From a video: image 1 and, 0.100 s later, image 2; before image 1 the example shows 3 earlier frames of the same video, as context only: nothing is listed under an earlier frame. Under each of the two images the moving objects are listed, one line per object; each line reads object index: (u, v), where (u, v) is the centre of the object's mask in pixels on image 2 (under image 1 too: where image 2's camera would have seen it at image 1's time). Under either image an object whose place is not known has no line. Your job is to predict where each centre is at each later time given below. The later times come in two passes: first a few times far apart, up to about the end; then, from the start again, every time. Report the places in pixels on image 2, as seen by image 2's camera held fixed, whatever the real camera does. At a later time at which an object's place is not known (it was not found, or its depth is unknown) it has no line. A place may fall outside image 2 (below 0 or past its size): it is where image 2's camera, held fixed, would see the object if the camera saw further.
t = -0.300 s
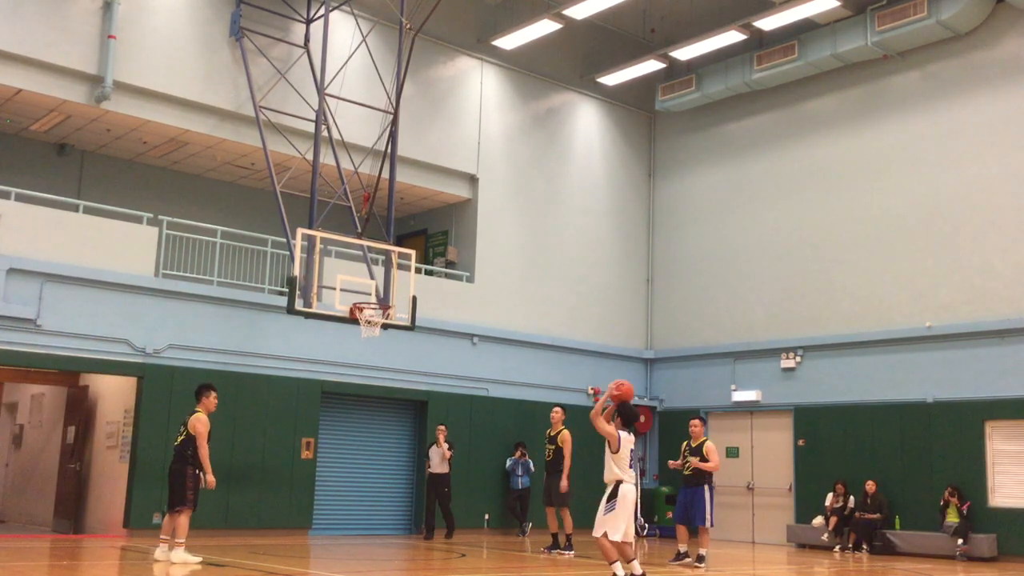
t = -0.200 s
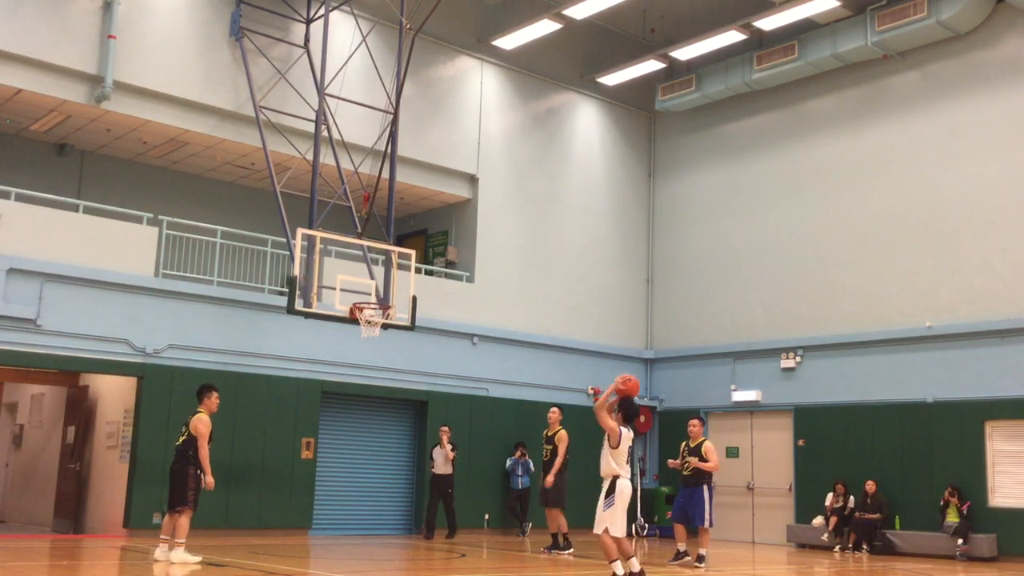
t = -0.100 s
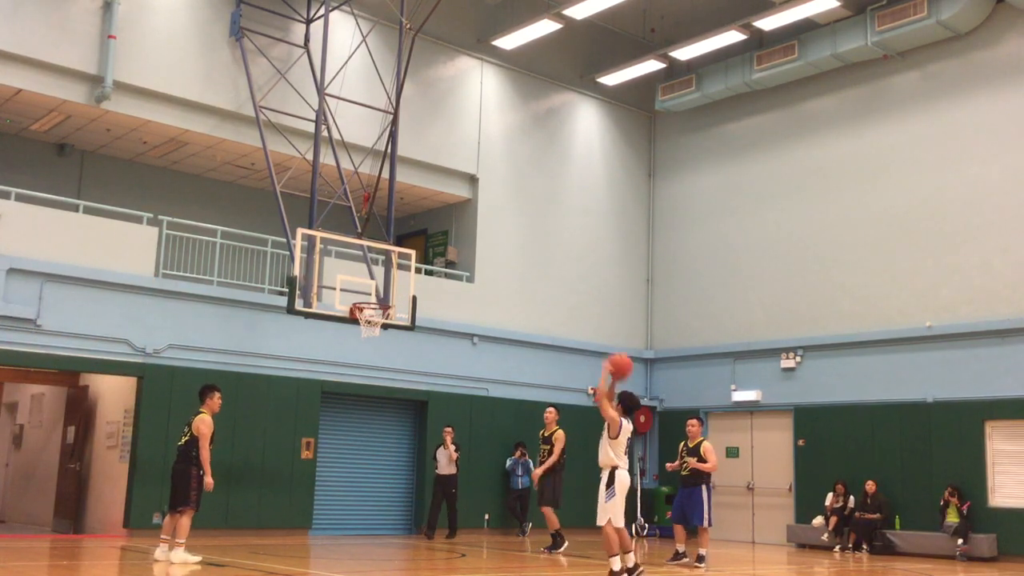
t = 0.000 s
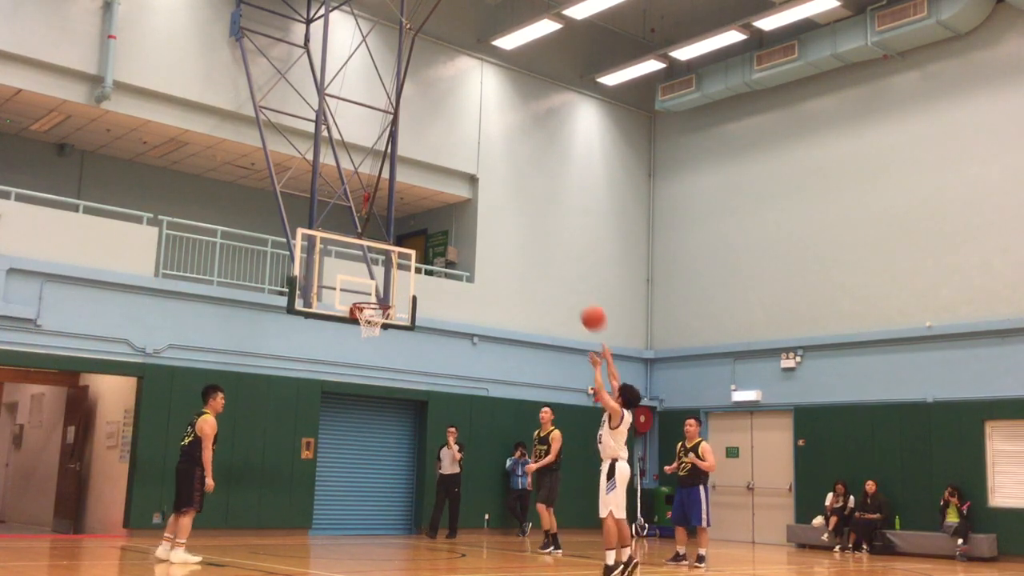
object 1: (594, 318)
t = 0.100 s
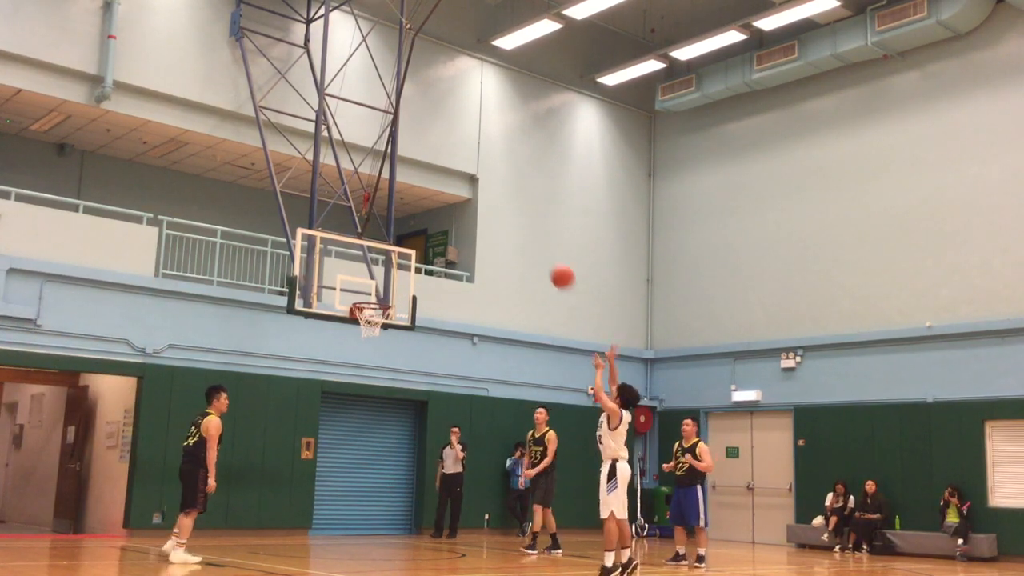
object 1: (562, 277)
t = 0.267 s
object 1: (515, 234)
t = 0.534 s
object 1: (449, 220)
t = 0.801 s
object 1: (390, 262)
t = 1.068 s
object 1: (366, 290)
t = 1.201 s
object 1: (376, 280)
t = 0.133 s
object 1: (552, 266)
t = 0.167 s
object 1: (543, 255)
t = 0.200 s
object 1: (533, 247)
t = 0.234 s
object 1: (524, 240)
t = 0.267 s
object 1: (515, 234)
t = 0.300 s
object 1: (506, 228)
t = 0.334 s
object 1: (497, 224)
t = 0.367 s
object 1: (489, 221)
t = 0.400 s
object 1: (480, 219)
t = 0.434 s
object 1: (472, 218)
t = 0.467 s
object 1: (464, 217)
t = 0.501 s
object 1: (457, 218)
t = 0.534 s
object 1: (449, 220)
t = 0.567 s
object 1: (441, 222)
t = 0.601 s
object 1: (434, 226)
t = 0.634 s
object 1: (426, 230)
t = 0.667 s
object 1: (419, 235)
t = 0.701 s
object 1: (412, 240)
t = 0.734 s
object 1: (405, 246)
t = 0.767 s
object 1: (398, 255)
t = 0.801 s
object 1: (390, 262)
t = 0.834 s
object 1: (383, 271)
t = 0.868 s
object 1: (376, 281)
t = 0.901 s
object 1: (369, 290)
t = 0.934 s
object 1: (366, 295)
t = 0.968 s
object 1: (364, 296)
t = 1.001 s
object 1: (362, 298)
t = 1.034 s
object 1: (363, 294)
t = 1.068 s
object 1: (366, 290)
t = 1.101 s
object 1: (368, 287)
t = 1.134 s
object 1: (370, 285)
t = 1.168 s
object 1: (373, 282)
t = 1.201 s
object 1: (376, 280)
